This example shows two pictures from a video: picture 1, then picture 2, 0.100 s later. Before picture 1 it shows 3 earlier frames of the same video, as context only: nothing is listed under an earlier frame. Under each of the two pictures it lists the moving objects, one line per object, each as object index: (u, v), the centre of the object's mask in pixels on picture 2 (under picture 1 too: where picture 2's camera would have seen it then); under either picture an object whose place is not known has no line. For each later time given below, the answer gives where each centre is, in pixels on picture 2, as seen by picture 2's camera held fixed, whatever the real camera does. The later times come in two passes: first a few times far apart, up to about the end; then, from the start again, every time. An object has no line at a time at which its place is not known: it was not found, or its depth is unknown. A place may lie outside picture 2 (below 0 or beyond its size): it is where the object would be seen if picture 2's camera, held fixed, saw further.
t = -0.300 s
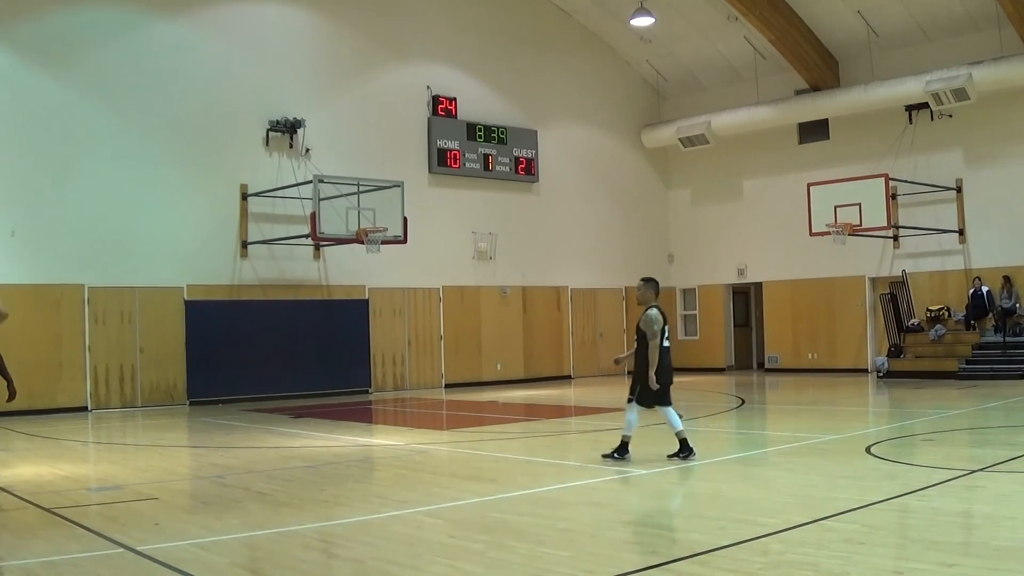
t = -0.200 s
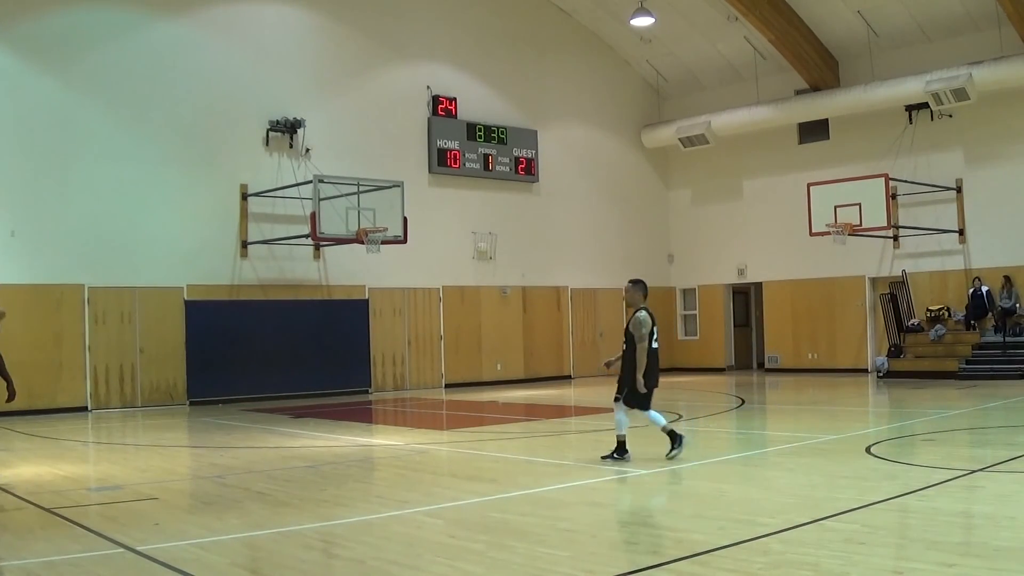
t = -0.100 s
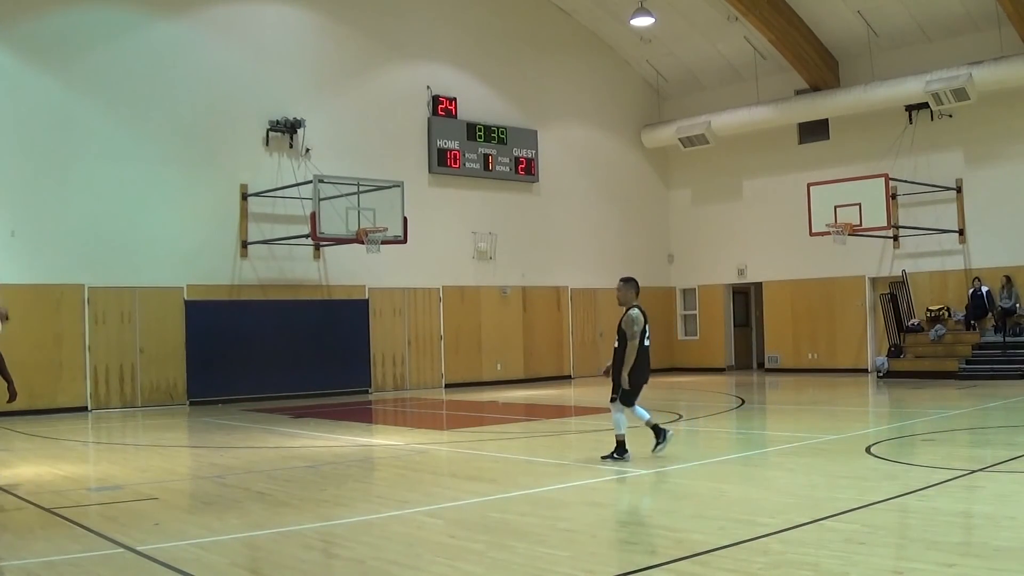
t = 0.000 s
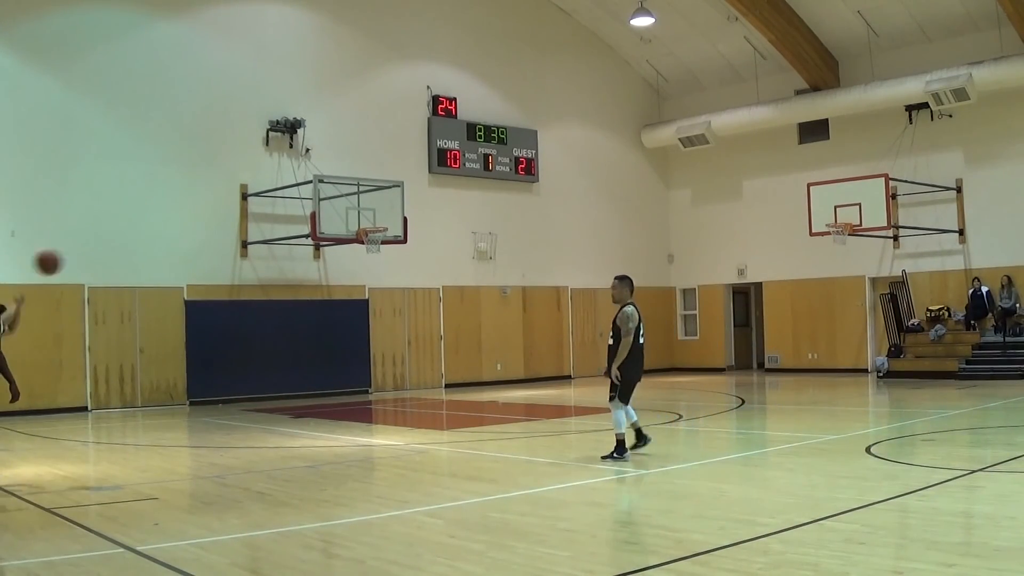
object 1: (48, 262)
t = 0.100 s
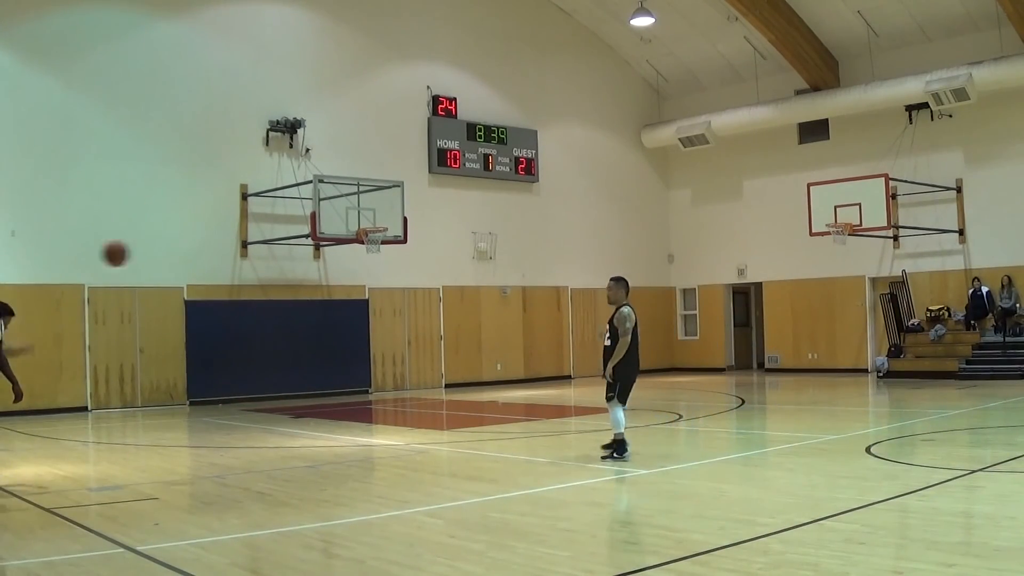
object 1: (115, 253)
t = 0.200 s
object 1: (182, 255)
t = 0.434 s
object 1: (331, 305)
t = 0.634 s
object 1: (450, 382)
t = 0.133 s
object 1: (138, 253)
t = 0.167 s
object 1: (160, 253)
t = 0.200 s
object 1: (182, 255)
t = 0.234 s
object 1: (203, 259)
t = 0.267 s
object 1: (225, 263)
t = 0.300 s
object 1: (247, 269)
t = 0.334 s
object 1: (268, 276)
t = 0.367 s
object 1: (289, 283)
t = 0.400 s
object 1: (310, 294)
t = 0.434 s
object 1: (331, 305)
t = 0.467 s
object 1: (352, 313)
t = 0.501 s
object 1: (371, 324)
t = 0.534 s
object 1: (393, 337)
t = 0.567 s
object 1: (412, 351)
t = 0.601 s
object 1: (430, 366)
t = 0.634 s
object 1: (450, 382)
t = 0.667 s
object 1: (470, 396)
